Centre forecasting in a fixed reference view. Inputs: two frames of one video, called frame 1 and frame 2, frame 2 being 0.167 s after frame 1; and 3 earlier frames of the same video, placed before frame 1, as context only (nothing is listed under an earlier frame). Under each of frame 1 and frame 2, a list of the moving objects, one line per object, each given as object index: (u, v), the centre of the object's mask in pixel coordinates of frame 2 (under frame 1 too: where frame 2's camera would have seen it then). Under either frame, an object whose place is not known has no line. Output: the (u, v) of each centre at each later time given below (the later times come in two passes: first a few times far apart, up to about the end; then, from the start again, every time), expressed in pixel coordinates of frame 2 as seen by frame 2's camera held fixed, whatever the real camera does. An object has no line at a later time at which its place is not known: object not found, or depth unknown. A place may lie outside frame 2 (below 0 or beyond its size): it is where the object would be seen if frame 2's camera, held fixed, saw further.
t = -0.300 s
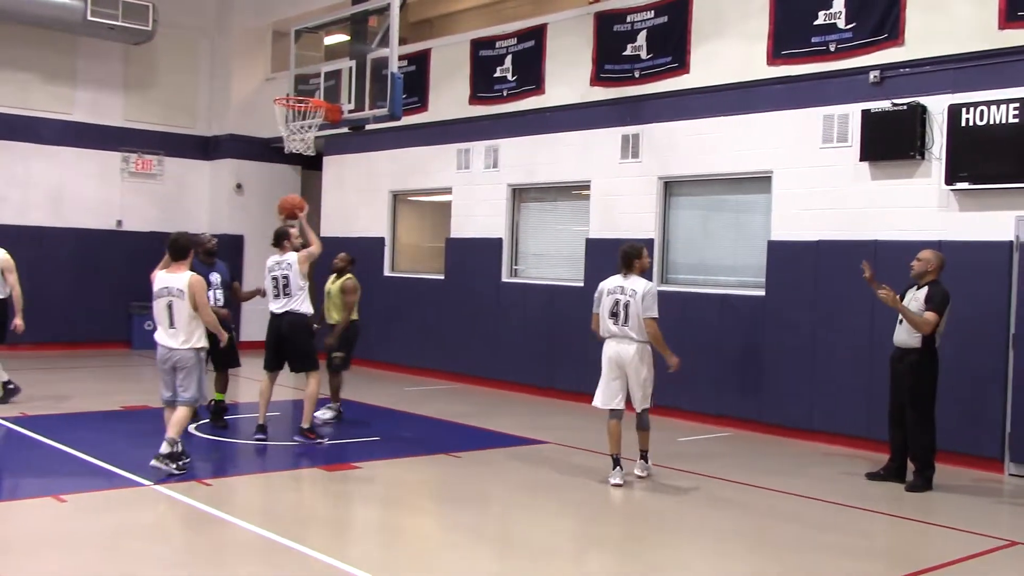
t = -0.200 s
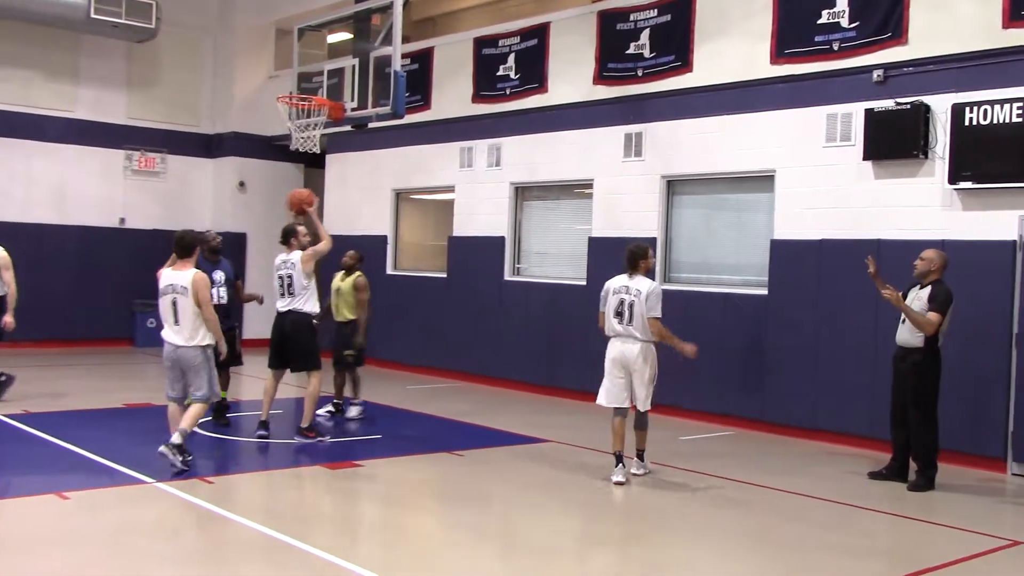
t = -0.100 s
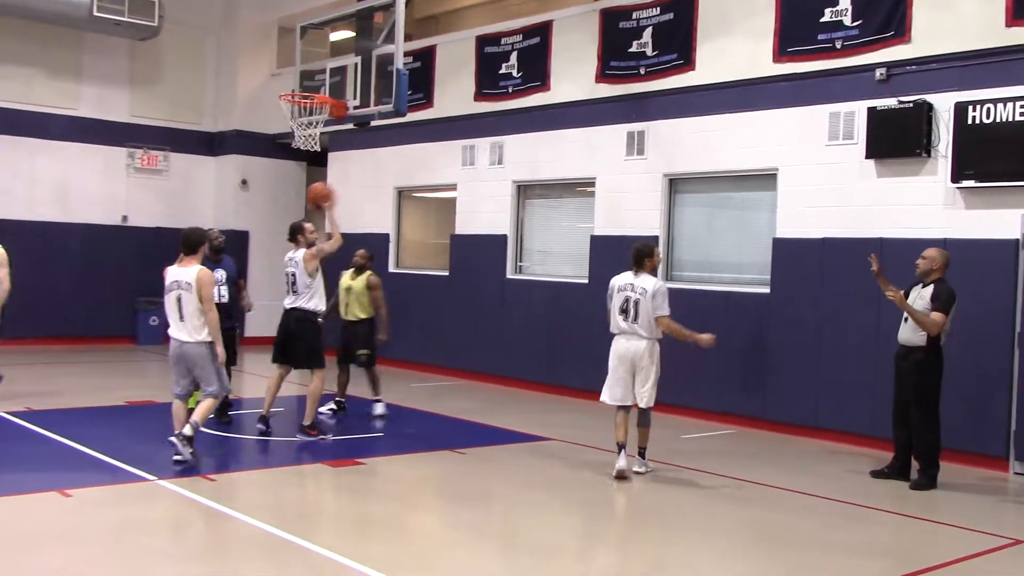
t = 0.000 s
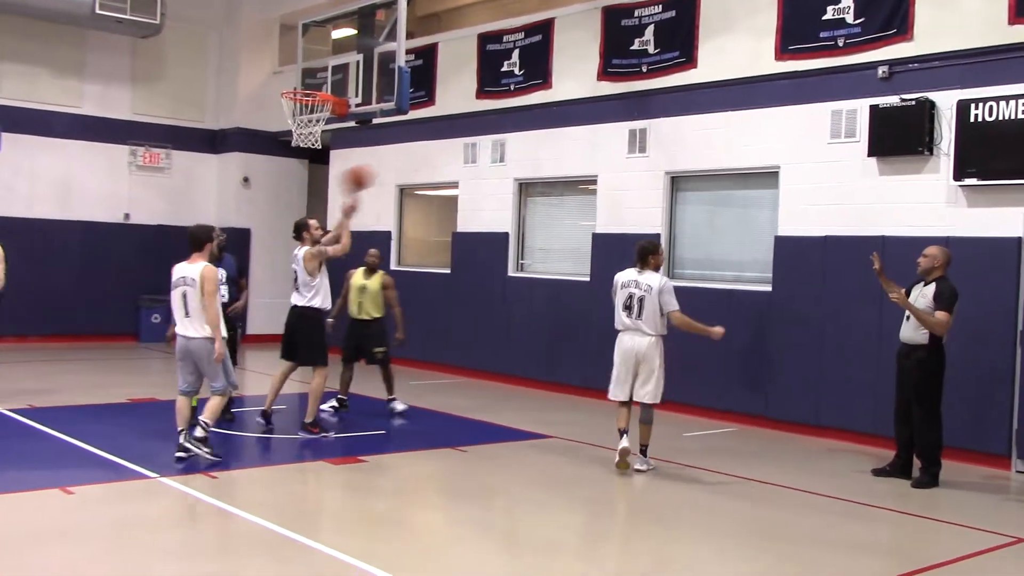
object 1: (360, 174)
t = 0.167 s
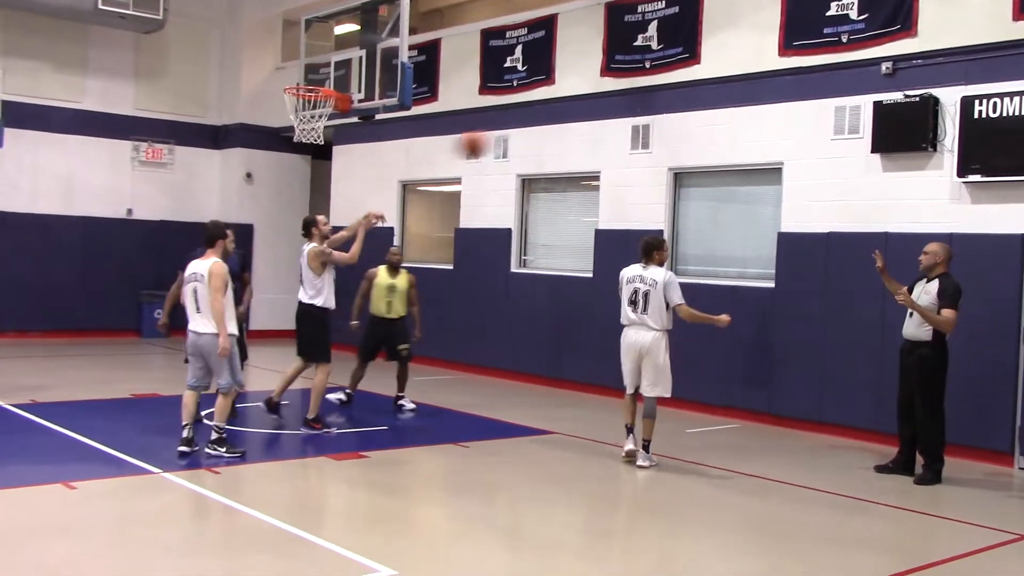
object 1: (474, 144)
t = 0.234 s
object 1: (519, 140)
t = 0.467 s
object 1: (689, 166)
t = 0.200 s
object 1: (496, 141)
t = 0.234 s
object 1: (519, 140)
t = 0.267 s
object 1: (542, 141)
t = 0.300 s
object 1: (566, 142)
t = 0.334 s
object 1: (591, 145)
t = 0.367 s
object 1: (614, 148)
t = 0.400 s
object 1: (638, 153)
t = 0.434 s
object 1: (664, 158)
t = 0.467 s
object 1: (689, 166)
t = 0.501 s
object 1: (714, 176)
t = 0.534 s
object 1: (738, 185)
